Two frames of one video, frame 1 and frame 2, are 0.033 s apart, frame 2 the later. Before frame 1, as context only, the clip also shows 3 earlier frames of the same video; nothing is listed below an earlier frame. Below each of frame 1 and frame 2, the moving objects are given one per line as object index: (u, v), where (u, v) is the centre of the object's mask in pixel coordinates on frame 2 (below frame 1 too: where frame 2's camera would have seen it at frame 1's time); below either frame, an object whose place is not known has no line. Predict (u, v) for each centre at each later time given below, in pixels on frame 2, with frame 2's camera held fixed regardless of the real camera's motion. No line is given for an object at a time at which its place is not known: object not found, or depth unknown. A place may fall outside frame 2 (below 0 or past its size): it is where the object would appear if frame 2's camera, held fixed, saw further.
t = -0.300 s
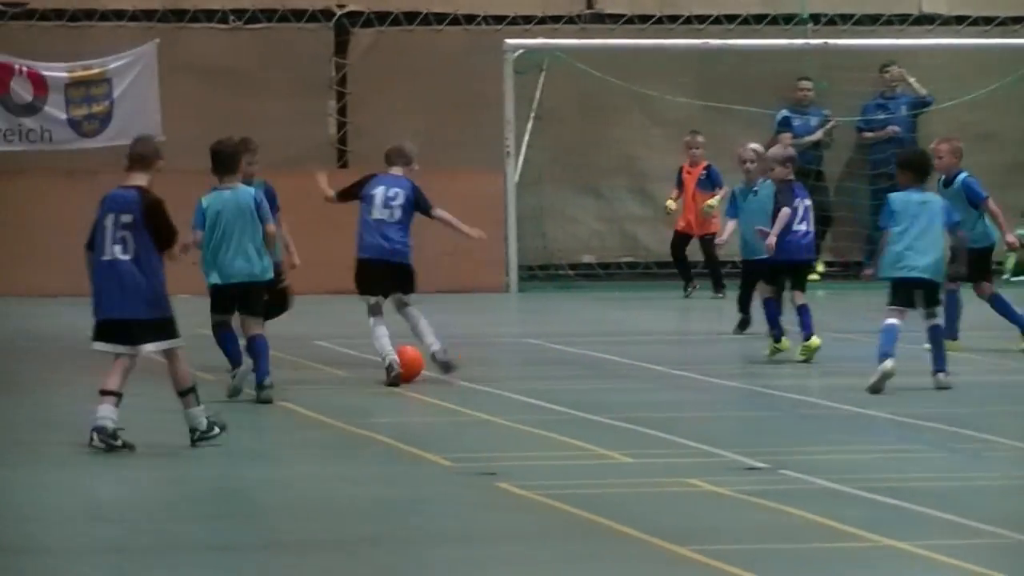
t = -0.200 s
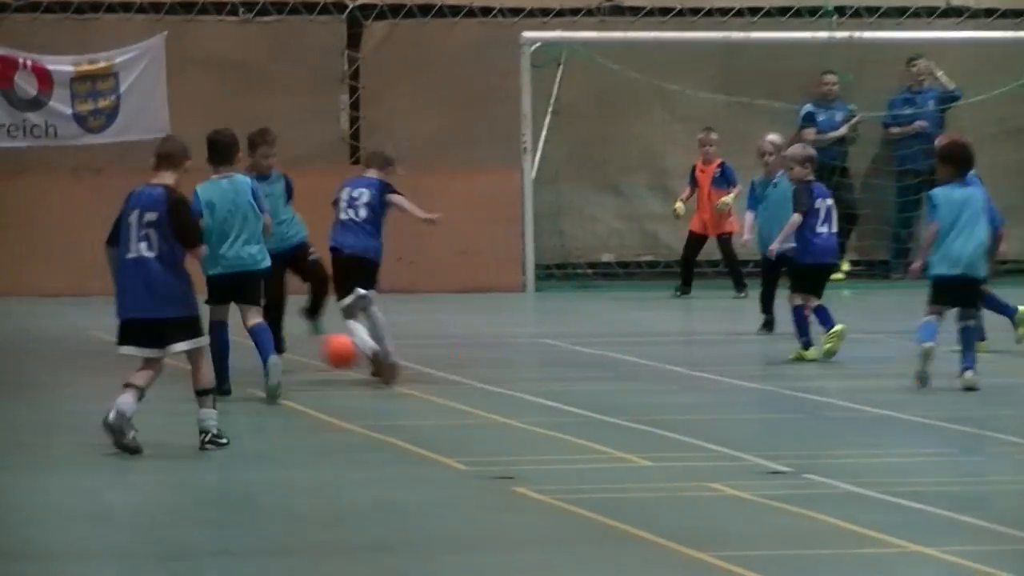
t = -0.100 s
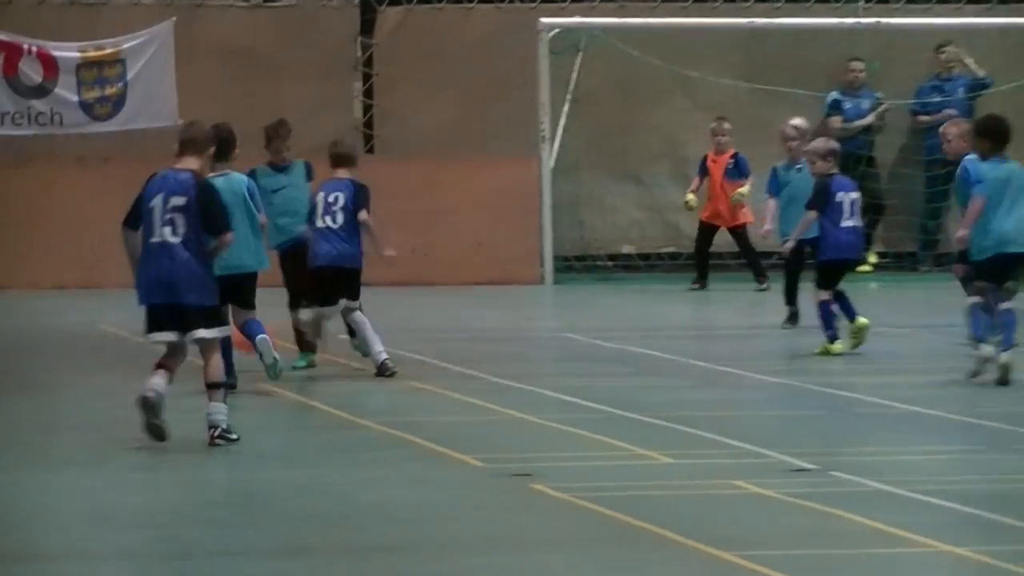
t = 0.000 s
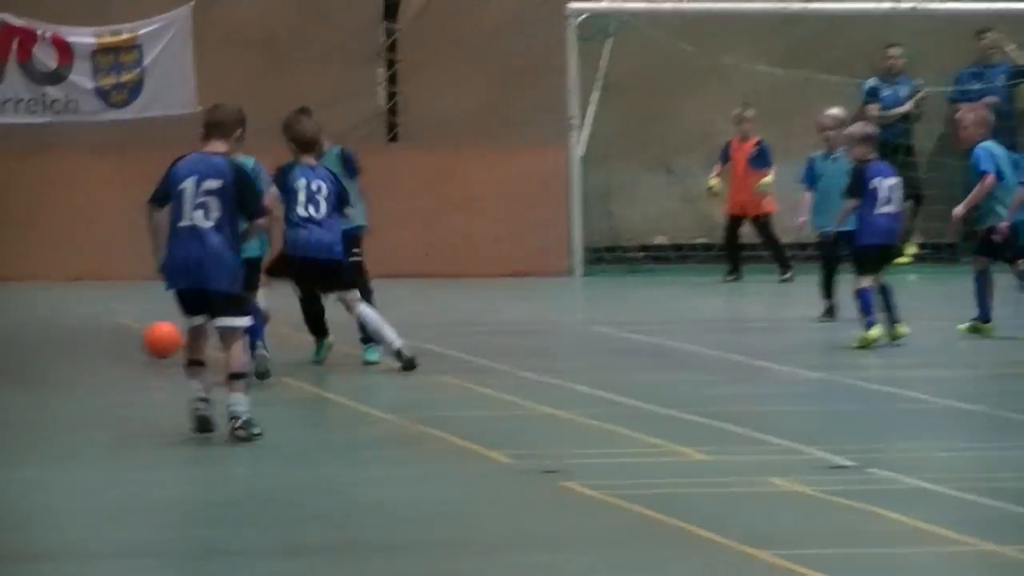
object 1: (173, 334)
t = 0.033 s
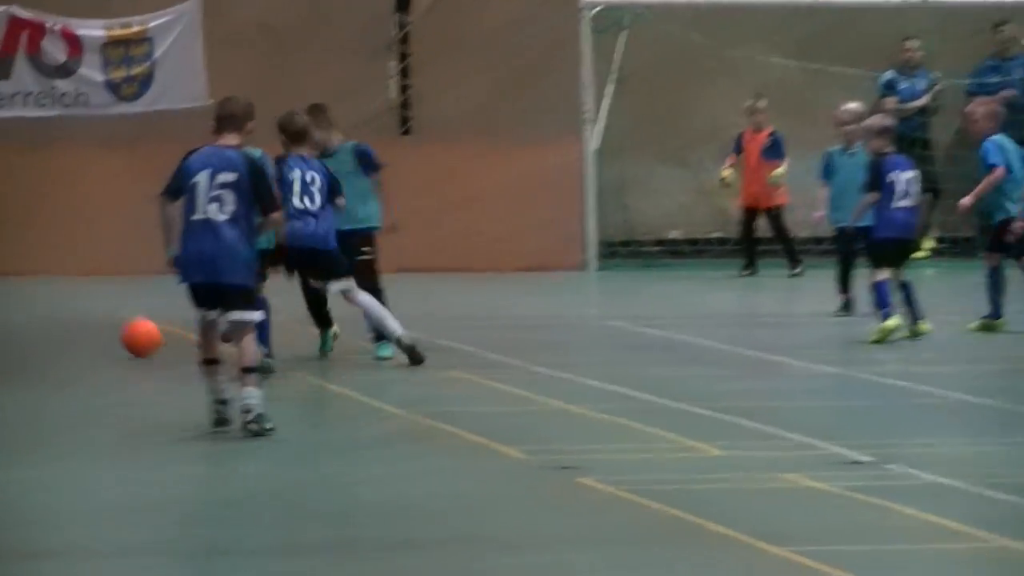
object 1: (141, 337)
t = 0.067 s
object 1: (113, 333)
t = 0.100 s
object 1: (85, 331)
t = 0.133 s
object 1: (57, 332)
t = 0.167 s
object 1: (29, 335)
